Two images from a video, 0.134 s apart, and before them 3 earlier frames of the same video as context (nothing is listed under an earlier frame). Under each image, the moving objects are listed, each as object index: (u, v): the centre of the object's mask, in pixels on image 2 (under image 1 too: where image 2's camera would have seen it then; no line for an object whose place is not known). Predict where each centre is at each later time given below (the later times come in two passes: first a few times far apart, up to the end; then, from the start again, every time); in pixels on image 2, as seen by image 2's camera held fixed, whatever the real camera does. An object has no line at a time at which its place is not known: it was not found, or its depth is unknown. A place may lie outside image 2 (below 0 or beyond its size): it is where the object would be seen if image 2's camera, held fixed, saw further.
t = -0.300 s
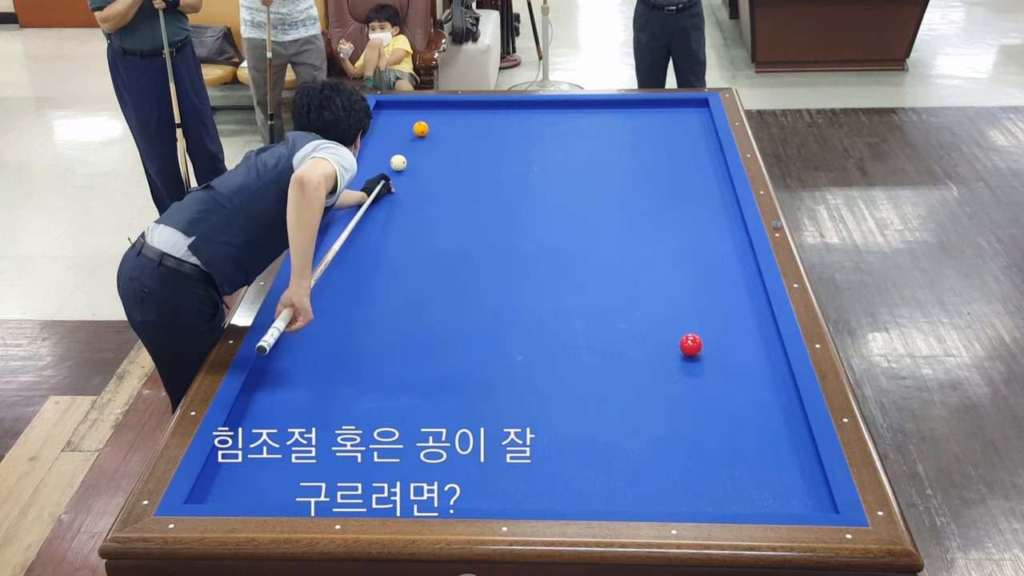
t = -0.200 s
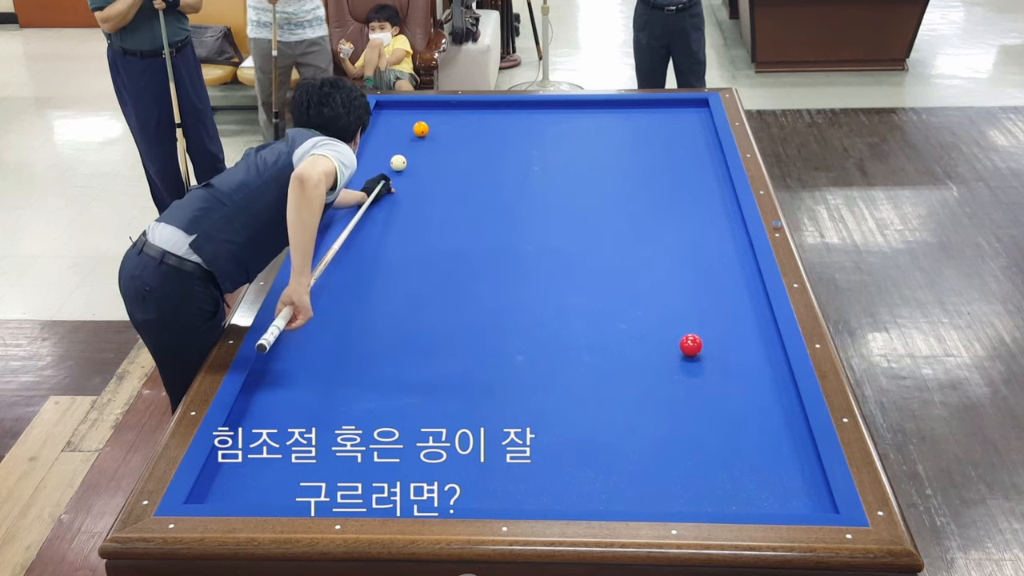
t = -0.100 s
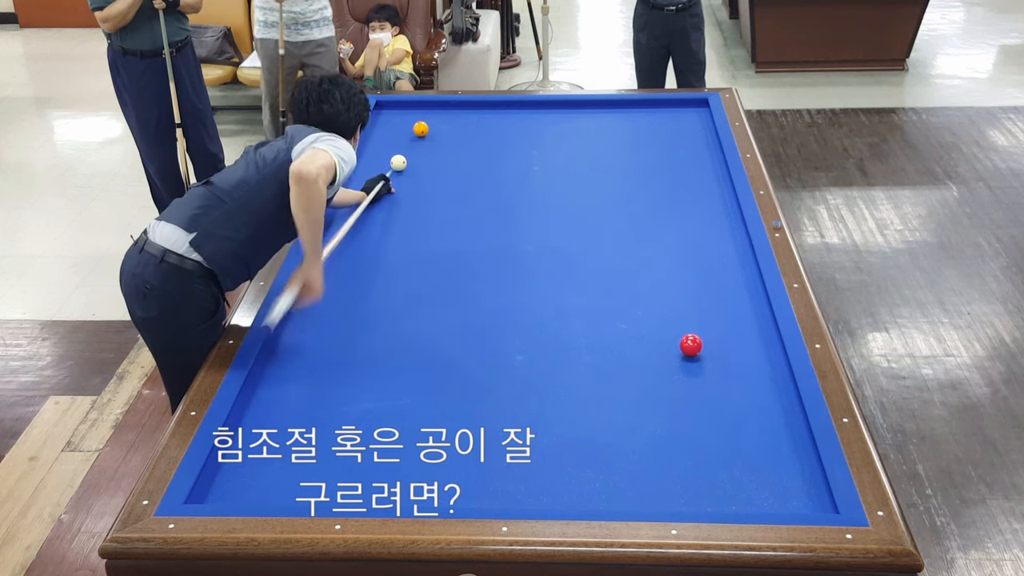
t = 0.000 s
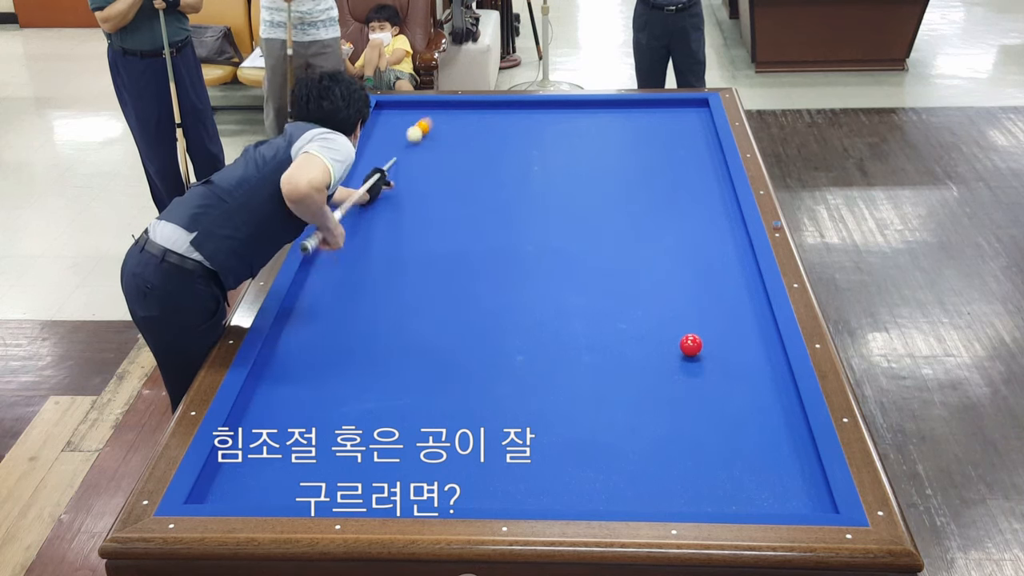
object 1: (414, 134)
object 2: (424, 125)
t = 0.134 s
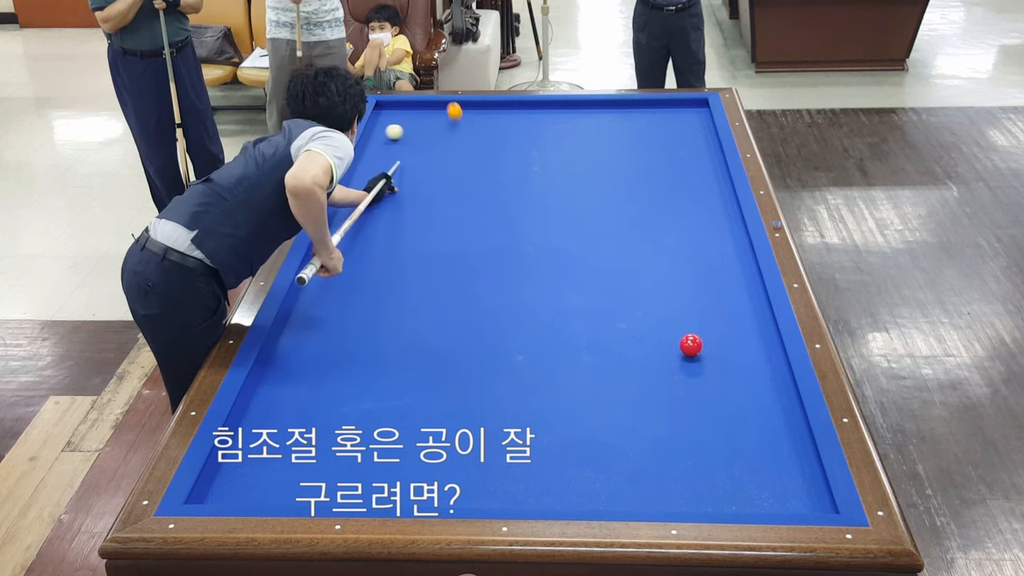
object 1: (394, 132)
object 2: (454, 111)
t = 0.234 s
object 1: (378, 132)
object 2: (465, 138)
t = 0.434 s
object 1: (380, 141)
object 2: (489, 194)
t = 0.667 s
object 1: (392, 156)
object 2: (519, 266)
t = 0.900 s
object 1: (404, 172)
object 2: (555, 350)
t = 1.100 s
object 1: (415, 187)
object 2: (596, 445)
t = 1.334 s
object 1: (428, 205)
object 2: (621, 442)
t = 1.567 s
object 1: (443, 224)
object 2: (626, 367)
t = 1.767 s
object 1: (456, 241)
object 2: (632, 322)
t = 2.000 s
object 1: (472, 262)
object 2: (638, 278)
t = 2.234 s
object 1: (489, 285)
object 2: (643, 240)
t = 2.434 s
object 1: (504, 305)
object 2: (647, 210)
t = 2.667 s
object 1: (523, 330)
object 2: (651, 180)
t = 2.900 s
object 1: (544, 357)
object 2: (655, 153)
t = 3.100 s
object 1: (563, 381)
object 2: (658, 133)
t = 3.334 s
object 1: (587, 411)
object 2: (662, 111)
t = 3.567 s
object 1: (612, 444)
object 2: (666, 110)
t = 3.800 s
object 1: (640, 479)
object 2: (672, 123)
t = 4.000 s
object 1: (668, 496)
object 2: (678, 133)
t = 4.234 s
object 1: (708, 478)
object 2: (683, 146)
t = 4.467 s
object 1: (745, 462)
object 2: (689, 160)
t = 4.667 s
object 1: (775, 449)
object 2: (695, 172)
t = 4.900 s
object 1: (793, 433)
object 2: (701, 186)
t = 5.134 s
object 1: (768, 413)
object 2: (708, 201)
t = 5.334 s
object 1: (747, 397)
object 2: (714, 214)
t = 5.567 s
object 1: (726, 381)
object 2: (721, 230)
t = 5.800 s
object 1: (706, 365)
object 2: (729, 247)
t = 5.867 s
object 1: (700, 361)
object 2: (732, 252)
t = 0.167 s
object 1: (389, 132)
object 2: (458, 120)
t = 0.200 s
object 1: (383, 132)
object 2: (461, 130)
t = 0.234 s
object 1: (378, 132)
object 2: (465, 138)
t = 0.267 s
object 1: (373, 133)
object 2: (469, 148)
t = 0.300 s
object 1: (369, 133)
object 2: (472, 157)
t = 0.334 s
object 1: (372, 135)
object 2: (476, 166)
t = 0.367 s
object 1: (375, 137)
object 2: (480, 175)
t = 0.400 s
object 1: (378, 139)
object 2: (484, 185)
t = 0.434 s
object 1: (380, 141)
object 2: (489, 194)
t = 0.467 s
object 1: (382, 143)
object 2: (493, 204)
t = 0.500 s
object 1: (384, 145)
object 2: (497, 215)
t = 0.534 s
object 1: (385, 147)
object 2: (502, 225)
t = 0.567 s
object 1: (387, 149)
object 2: (506, 235)
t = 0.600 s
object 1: (388, 152)
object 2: (510, 246)
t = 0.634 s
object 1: (390, 154)
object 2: (515, 256)
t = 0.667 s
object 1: (392, 156)
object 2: (519, 266)
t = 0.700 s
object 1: (394, 158)
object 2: (524, 277)
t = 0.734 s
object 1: (395, 161)
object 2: (528, 288)
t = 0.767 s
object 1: (397, 163)
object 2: (533, 299)
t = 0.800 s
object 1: (399, 165)
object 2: (538, 311)
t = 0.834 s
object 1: (400, 168)
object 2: (544, 324)
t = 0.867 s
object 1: (402, 170)
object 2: (550, 337)
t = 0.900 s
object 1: (404, 172)
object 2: (555, 350)
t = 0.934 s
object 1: (406, 175)
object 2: (561, 365)
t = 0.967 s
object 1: (408, 177)
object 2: (567, 379)
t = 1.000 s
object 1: (409, 180)
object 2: (574, 394)
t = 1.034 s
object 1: (411, 182)
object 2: (581, 411)
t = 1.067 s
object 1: (413, 185)
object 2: (588, 427)
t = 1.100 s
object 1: (415, 187)
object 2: (596, 445)
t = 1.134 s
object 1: (417, 189)
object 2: (603, 463)
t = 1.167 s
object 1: (419, 192)
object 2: (612, 483)
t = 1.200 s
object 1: (421, 194)
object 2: (620, 497)
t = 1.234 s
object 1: (423, 197)
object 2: (621, 488)
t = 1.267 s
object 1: (425, 200)
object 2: (621, 471)
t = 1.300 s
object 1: (427, 202)
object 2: (621, 456)
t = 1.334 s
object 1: (428, 205)
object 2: (621, 442)
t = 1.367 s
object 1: (431, 208)
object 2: (622, 428)
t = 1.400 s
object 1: (433, 210)
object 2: (622, 416)
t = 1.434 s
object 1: (435, 213)
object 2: (623, 405)
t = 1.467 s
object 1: (437, 216)
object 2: (623, 394)
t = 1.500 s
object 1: (439, 218)
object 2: (624, 384)
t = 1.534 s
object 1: (441, 221)
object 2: (625, 375)
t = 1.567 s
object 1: (443, 224)
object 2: (626, 367)
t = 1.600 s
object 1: (445, 227)
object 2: (627, 359)
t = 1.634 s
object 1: (447, 230)
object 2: (628, 351)
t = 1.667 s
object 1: (449, 232)
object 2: (629, 344)
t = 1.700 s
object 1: (451, 235)
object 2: (630, 336)
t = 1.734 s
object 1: (453, 238)
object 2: (631, 329)
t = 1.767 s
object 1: (456, 241)
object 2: (632, 322)
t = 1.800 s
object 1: (458, 244)
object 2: (633, 316)
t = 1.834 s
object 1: (460, 247)
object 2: (634, 309)
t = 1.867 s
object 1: (462, 250)
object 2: (634, 303)
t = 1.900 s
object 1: (465, 253)
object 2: (635, 296)
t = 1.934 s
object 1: (467, 256)
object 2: (636, 290)
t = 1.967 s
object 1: (469, 259)
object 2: (637, 284)
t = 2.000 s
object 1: (472, 262)
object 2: (638, 278)
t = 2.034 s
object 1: (474, 265)
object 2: (638, 272)
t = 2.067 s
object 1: (476, 268)
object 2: (639, 267)
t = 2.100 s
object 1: (479, 272)
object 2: (640, 261)
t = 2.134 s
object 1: (481, 275)
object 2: (641, 255)
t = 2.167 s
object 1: (484, 278)
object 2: (642, 250)
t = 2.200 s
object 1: (486, 281)
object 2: (642, 245)
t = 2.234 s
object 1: (489, 285)
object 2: (643, 240)
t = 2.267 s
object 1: (491, 288)
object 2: (644, 235)
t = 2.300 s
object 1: (494, 291)
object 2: (644, 229)
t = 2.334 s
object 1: (496, 295)
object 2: (645, 225)
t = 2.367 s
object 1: (499, 298)
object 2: (646, 220)
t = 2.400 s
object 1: (501, 301)
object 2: (646, 215)
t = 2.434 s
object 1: (504, 305)
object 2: (647, 210)
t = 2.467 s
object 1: (507, 308)
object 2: (648, 206)
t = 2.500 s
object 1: (510, 312)
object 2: (648, 201)
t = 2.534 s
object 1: (512, 315)
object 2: (649, 197)
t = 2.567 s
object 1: (515, 319)
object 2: (650, 193)
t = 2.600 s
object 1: (518, 322)
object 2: (650, 189)
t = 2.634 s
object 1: (521, 326)
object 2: (651, 184)
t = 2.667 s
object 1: (523, 330)
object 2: (651, 180)
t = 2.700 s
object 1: (526, 333)
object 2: (652, 176)
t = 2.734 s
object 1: (529, 337)
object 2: (653, 172)
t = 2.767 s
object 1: (532, 341)
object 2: (653, 168)
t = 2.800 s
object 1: (535, 345)
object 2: (654, 165)
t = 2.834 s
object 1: (538, 349)
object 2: (654, 161)
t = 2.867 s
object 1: (541, 353)
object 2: (655, 157)
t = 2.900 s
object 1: (544, 357)
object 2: (655, 153)
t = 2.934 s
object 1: (547, 361)
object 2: (656, 150)
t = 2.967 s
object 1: (551, 365)
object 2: (656, 146)
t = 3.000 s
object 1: (554, 369)
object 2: (657, 143)
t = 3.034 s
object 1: (557, 373)
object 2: (657, 140)
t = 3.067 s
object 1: (560, 377)
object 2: (658, 136)
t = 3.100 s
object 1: (563, 381)
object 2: (658, 133)
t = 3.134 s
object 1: (567, 385)
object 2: (659, 130)
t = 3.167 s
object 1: (570, 389)
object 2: (660, 127)
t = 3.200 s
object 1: (573, 394)
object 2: (660, 124)
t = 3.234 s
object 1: (577, 398)
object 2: (660, 120)
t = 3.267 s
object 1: (580, 402)
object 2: (661, 117)
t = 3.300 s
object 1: (584, 407)
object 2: (661, 114)
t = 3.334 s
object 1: (587, 411)
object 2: (662, 111)
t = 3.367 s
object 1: (591, 416)
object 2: (662, 108)
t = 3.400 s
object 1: (594, 420)
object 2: (663, 105)
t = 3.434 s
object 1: (598, 425)
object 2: (663, 103)
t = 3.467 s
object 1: (601, 430)
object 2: (664, 103)
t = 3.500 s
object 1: (605, 434)
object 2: (665, 105)
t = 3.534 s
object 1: (609, 439)
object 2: (666, 108)
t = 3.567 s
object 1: (612, 444)
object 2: (666, 110)
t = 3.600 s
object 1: (616, 449)
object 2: (667, 112)
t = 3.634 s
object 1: (620, 454)
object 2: (668, 114)
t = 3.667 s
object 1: (624, 459)
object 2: (669, 116)
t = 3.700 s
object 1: (628, 464)
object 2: (670, 117)
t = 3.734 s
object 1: (632, 469)
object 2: (671, 119)
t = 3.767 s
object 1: (636, 474)
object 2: (671, 121)
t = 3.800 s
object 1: (640, 479)
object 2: (672, 123)
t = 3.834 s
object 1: (644, 484)
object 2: (673, 124)
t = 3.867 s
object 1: (648, 489)
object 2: (674, 126)
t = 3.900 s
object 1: (652, 495)
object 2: (675, 128)
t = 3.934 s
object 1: (656, 498)
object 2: (676, 130)
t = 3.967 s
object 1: (662, 499)
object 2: (677, 132)
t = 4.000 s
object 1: (668, 496)
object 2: (678, 133)
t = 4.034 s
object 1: (674, 493)
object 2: (678, 135)
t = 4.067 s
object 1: (680, 490)
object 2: (679, 137)
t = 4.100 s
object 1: (685, 488)
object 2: (680, 139)
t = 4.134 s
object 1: (691, 486)
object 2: (681, 141)
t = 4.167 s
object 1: (697, 483)
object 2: (682, 143)
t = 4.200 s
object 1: (702, 481)
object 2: (683, 144)
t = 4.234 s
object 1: (708, 478)
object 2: (683, 146)
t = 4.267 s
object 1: (713, 476)
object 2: (684, 148)
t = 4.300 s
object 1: (718, 474)
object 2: (685, 150)
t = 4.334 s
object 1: (724, 471)
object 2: (686, 152)
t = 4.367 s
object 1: (729, 469)
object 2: (687, 154)
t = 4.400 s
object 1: (734, 467)
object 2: (688, 156)
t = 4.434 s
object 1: (740, 464)
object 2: (688, 158)
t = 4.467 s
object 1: (745, 462)
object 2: (689, 160)
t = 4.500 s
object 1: (750, 460)
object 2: (690, 162)
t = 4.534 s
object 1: (755, 458)
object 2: (691, 163)
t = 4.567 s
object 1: (760, 455)
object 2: (692, 165)
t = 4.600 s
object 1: (765, 453)
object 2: (693, 167)
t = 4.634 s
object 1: (770, 451)
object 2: (694, 169)
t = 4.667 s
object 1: (775, 449)
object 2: (695, 172)
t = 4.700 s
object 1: (780, 447)
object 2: (696, 173)
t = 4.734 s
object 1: (785, 445)
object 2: (697, 175)
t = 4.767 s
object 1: (790, 442)
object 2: (698, 178)
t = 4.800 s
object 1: (795, 440)
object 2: (698, 180)
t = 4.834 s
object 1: (799, 438)
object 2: (699, 182)
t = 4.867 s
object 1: (798, 436)
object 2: (701, 184)
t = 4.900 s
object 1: (793, 433)
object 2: (701, 186)
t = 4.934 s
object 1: (789, 430)
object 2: (702, 188)
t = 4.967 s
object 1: (786, 427)
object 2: (703, 190)
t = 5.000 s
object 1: (782, 424)
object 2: (704, 192)
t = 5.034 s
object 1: (778, 421)
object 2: (705, 194)
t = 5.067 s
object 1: (775, 419)
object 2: (706, 197)
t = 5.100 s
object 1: (771, 416)
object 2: (707, 199)
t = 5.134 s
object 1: (768, 413)
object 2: (708, 201)
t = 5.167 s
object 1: (764, 410)
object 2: (709, 203)
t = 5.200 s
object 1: (761, 408)
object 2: (710, 205)
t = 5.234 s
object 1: (757, 405)
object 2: (711, 207)
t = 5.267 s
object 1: (754, 403)
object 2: (712, 210)
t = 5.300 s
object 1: (751, 400)
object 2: (713, 212)
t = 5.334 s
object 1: (747, 397)
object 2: (714, 214)
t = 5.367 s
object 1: (744, 395)
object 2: (715, 216)
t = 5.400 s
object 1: (741, 393)
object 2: (716, 219)
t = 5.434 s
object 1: (738, 390)
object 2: (717, 221)
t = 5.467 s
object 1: (735, 388)
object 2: (718, 223)
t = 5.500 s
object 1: (732, 386)
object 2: (719, 225)
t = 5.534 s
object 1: (729, 383)
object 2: (721, 228)
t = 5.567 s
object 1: (726, 381)
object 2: (721, 230)
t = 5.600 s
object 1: (723, 379)
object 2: (723, 233)
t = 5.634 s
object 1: (720, 376)
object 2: (724, 235)
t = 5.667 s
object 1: (717, 374)
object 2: (725, 237)
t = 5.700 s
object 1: (714, 372)
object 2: (726, 240)
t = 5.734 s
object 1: (711, 369)
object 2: (727, 242)
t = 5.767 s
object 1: (708, 367)
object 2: (728, 244)
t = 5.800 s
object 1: (706, 365)
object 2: (729, 247)
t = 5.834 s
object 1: (703, 363)
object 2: (731, 249)
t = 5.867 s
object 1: (700, 361)
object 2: (732, 252)
